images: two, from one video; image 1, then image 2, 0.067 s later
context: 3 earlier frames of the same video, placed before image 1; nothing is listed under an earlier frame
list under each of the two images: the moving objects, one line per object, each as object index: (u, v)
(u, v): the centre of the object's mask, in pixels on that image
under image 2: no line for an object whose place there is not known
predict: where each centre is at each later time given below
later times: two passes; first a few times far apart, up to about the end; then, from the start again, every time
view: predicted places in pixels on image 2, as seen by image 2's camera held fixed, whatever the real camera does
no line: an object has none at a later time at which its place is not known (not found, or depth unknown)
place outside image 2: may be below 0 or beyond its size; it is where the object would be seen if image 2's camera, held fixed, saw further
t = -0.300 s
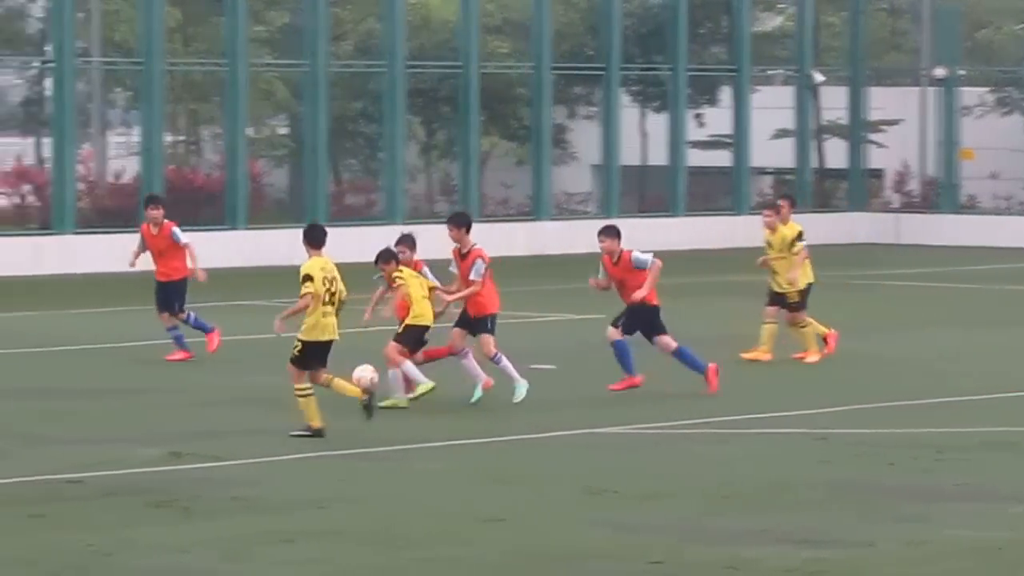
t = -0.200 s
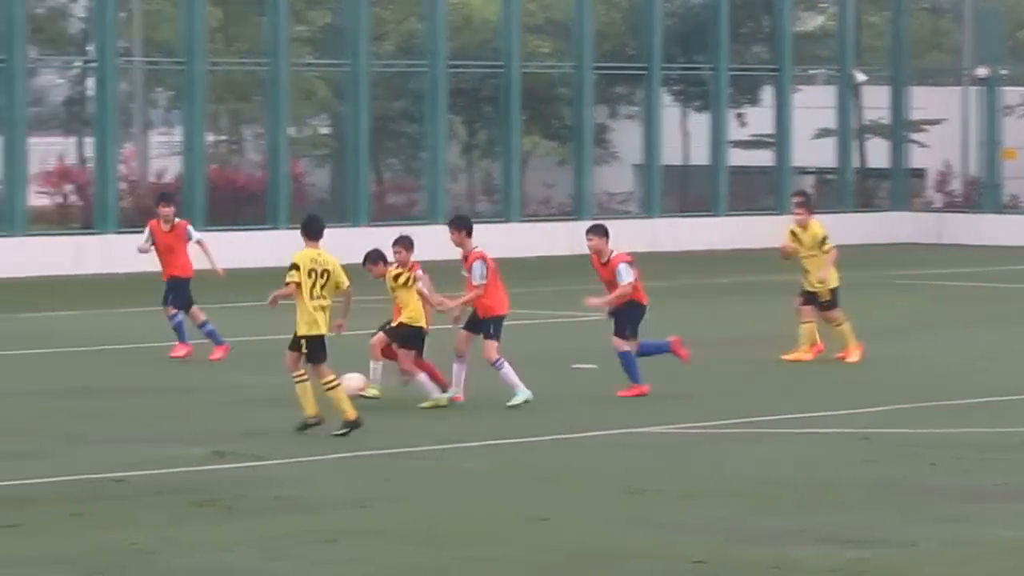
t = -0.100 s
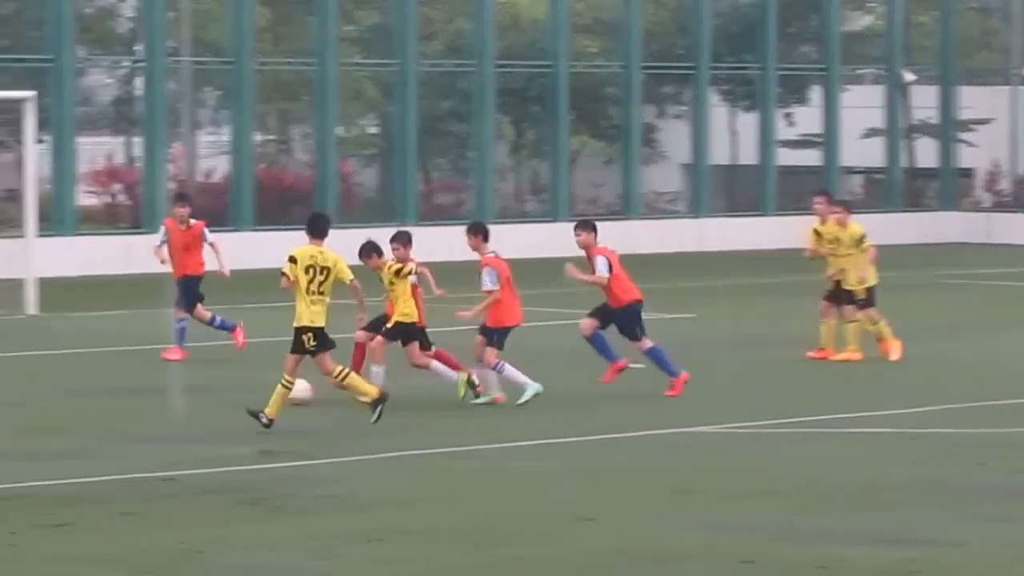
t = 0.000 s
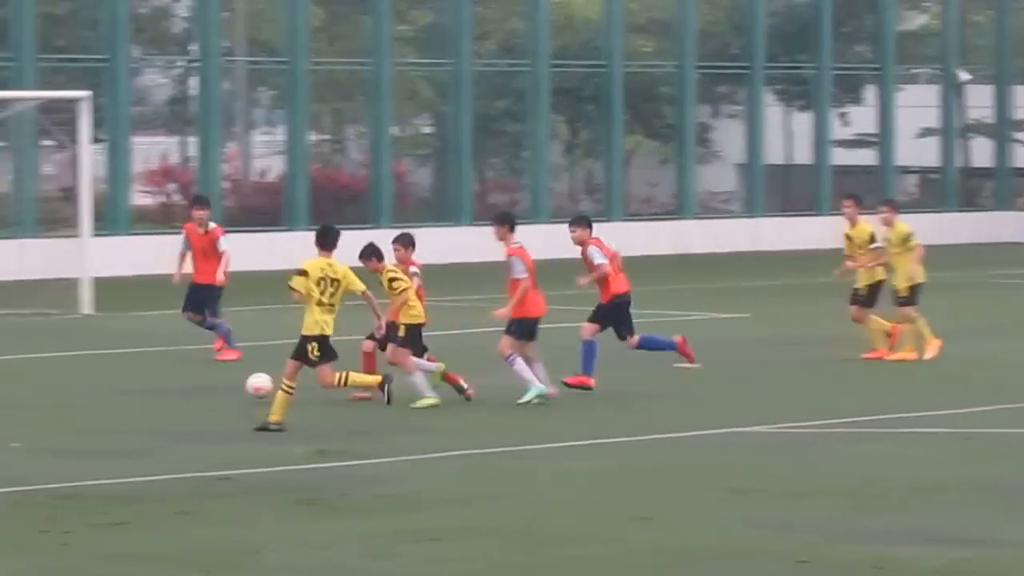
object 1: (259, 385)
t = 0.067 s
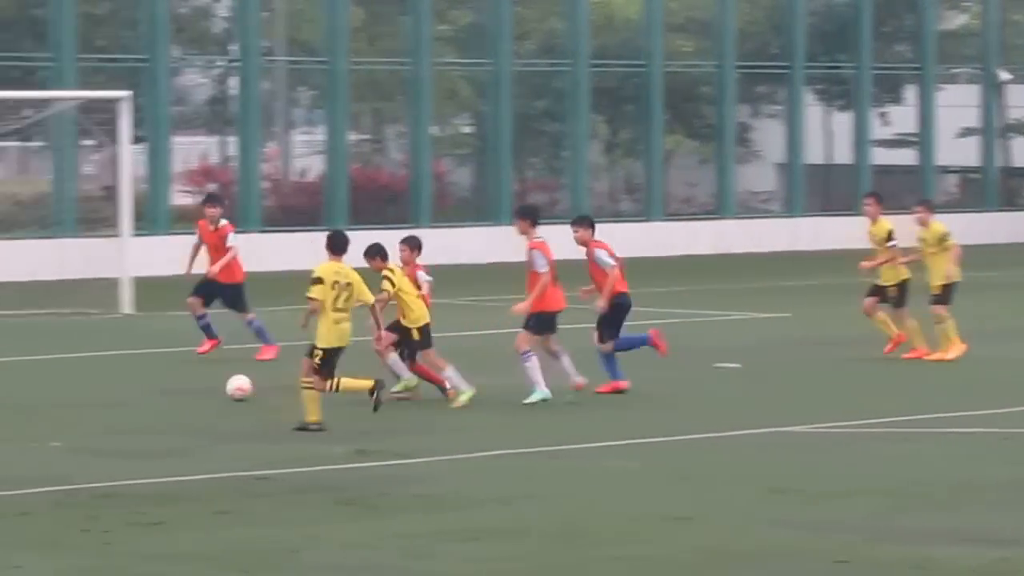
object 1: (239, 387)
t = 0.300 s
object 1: (51, 380)
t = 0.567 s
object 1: (-128, 378)
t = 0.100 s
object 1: (210, 385)
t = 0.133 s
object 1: (183, 383)
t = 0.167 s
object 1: (155, 382)
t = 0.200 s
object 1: (128, 382)
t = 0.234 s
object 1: (101, 384)
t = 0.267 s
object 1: (76, 383)
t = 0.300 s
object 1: (51, 380)
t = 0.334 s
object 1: (27, 379)
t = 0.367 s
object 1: (2, 379)
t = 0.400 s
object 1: (-22, 381)
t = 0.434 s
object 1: (-44, 380)
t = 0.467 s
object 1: (-65, 377)
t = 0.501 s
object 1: (-86, 376)
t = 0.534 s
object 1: (-107, 377)
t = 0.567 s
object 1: (-128, 378)
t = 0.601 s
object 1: (-148, 377)
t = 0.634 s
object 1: (-169, 376)
